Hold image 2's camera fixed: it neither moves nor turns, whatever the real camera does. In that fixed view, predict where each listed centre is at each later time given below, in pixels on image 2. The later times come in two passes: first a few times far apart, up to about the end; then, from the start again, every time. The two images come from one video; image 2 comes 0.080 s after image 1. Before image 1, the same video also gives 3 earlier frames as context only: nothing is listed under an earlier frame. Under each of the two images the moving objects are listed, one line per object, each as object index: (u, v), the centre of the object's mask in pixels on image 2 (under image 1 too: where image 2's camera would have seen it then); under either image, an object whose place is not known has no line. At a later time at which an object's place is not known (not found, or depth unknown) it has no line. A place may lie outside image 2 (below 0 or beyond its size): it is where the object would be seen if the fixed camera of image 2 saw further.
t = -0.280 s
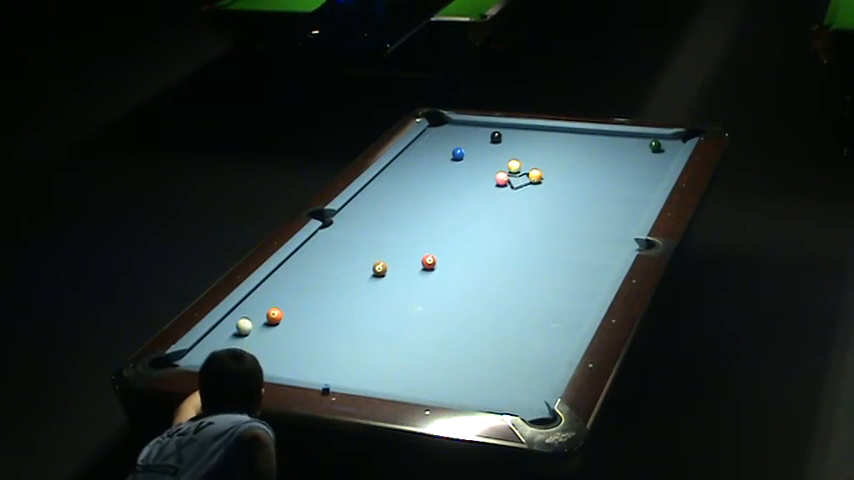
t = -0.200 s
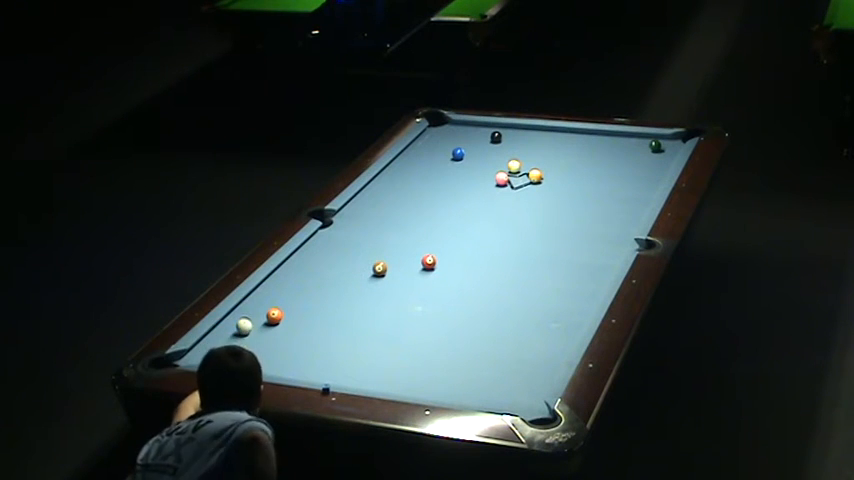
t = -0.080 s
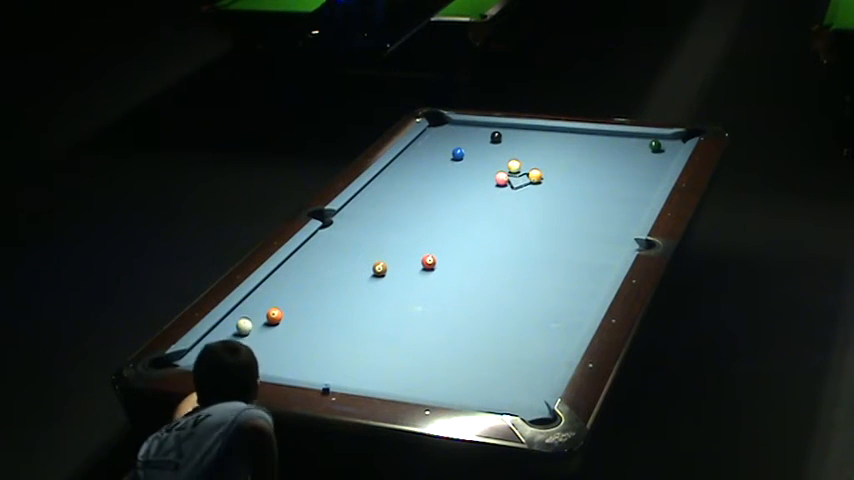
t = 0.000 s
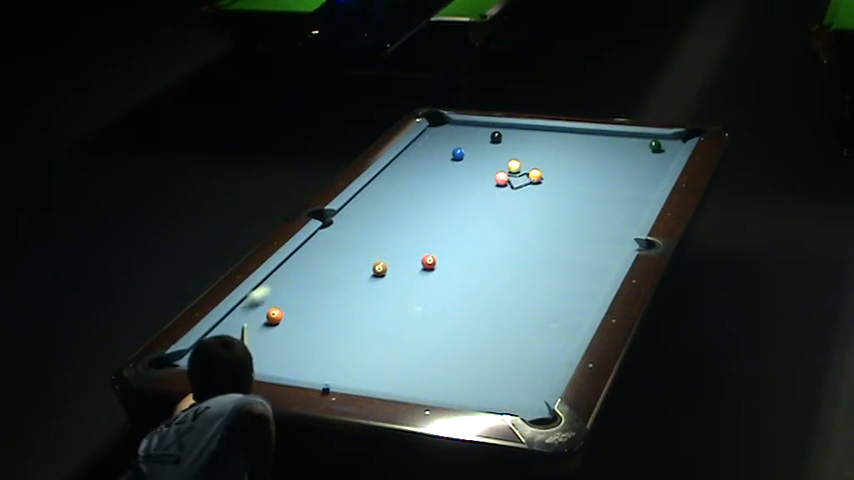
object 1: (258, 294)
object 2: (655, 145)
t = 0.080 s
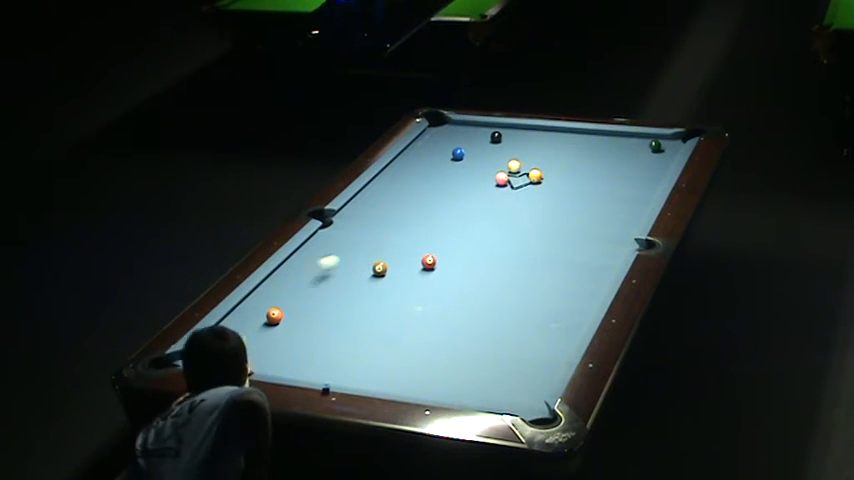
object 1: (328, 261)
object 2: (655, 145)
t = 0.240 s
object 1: (451, 222)
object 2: (655, 145)
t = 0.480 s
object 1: (595, 169)
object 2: (655, 146)
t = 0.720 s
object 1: (658, 149)
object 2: (650, 138)
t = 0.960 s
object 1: (605, 150)
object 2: (628, 152)
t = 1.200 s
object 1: (557, 151)
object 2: (606, 166)
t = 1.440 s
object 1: (510, 152)
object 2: (584, 181)
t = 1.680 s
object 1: (469, 154)
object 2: (561, 195)
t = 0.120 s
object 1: (361, 252)
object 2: (655, 145)
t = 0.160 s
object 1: (392, 244)
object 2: (655, 145)
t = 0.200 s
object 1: (422, 231)
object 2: (655, 145)
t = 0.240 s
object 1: (451, 222)
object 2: (655, 145)
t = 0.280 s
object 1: (477, 212)
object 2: (655, 145)
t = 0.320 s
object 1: (504, 202)
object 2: (655, 145)
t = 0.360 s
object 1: (528, 194)
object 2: (655, 145)
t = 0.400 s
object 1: (552, 185)
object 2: (655, 146)
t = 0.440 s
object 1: (575, 177)
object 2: (655, 145)
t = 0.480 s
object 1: (595, 169)
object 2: (655, 146)
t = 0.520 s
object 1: (615, 162)
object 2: (655, 146)
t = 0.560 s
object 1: (635, 155)
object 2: (655, 145)
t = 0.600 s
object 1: (653, 149)
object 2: (655, 141)
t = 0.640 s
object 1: (671, 148)
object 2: (654, 142)
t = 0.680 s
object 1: (670, 149)
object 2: (653, 136)
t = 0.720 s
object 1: (658, 149)
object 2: (650, 138)
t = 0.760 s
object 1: (647, 149)
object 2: (646, 139)
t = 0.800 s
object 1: (638, 150)
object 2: (643, 140)
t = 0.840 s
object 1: (629, 150)
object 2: (639, 145)
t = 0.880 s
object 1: (622, 150)
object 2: (635, 147)
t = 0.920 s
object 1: (614, 150)
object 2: (632, 149)
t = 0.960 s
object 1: (605, 150)
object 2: (628, 152)
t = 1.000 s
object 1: (597, 151)
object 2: (624, 154)
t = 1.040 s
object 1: (589, 151)
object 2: (621, 157)
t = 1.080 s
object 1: (581, 151)
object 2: (617, 159)
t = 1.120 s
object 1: (573, 151)
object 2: (614, 161)
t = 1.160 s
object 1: (565, 151)
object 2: (610, 163)
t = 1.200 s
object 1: (557, 151)
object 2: (606, 166)
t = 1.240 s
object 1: (549, 151)
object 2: (603, 168)
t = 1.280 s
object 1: (541, 152)
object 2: (599, 171)
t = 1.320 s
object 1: (533, 152)
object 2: (595, 173)
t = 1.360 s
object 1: (525, 152)
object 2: (591, 176)
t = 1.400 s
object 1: (518, 152)
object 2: (588, 178)
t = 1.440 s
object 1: (510, 152)
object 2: (584, 181)
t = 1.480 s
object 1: (502, 152)
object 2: (580, 183)
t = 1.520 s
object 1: (495, 152)
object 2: (576, 185)
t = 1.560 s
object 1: (487, 153)
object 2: (573, 188)
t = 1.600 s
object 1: (480, 153)
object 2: (569, 190)
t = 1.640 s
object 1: (472, 153)
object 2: (565, 192)
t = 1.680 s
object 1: (469, 154)
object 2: (561, 195)
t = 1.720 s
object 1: (467, 154)
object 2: (558, 197)
